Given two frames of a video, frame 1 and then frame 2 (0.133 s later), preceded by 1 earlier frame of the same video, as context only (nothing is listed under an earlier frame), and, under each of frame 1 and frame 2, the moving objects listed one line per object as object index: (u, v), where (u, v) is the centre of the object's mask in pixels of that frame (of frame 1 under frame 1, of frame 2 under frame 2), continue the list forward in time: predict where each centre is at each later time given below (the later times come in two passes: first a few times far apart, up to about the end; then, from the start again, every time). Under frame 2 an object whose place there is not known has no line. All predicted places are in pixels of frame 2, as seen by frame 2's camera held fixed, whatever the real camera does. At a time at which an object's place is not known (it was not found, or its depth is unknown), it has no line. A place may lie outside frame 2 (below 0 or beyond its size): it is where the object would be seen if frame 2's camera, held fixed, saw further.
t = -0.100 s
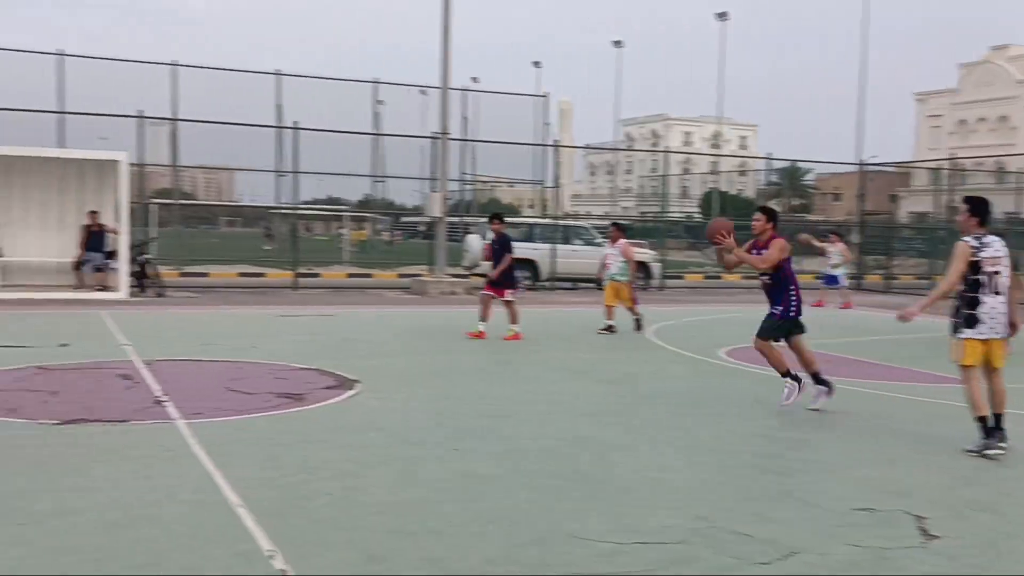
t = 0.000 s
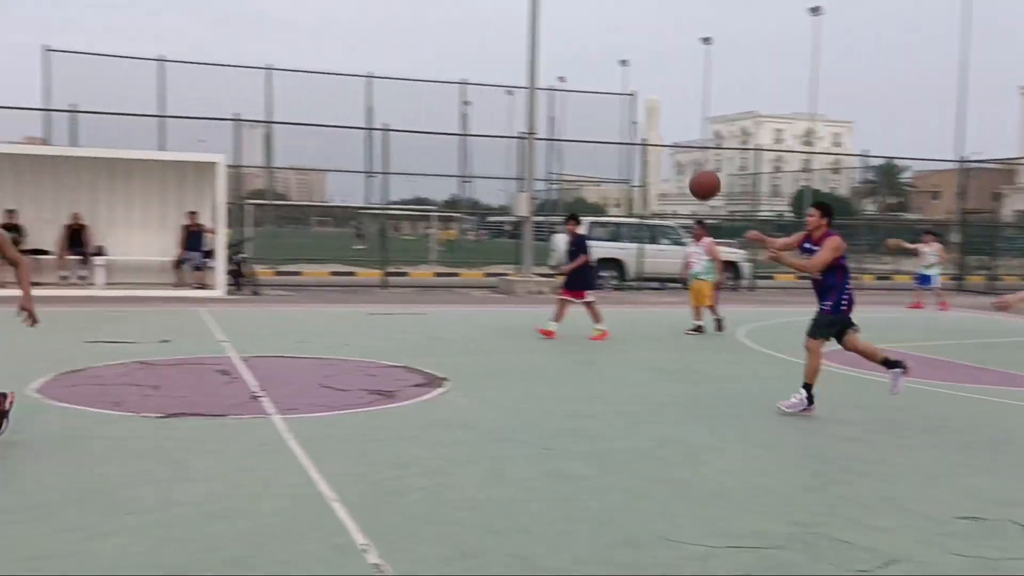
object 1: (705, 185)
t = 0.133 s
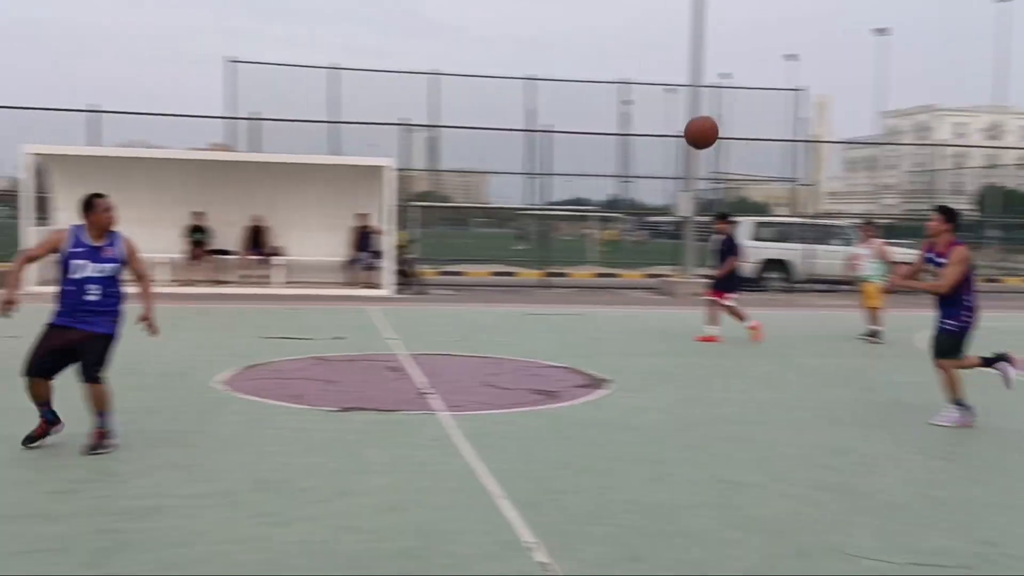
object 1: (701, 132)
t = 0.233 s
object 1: (560, 104)
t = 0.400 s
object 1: (302, 87)
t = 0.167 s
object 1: (655, 121)
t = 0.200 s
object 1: (608, 112)
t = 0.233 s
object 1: (560, 104)
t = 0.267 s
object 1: (511, 98)
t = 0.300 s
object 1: (460, 93)
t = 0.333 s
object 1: (408, 90)
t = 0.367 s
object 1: (355, 88)
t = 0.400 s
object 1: (302, 87)
